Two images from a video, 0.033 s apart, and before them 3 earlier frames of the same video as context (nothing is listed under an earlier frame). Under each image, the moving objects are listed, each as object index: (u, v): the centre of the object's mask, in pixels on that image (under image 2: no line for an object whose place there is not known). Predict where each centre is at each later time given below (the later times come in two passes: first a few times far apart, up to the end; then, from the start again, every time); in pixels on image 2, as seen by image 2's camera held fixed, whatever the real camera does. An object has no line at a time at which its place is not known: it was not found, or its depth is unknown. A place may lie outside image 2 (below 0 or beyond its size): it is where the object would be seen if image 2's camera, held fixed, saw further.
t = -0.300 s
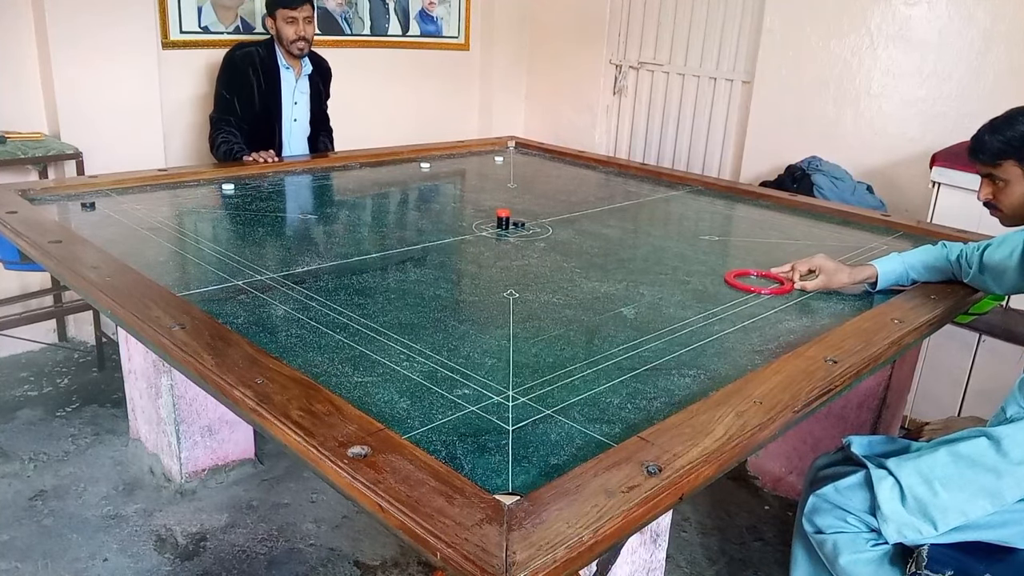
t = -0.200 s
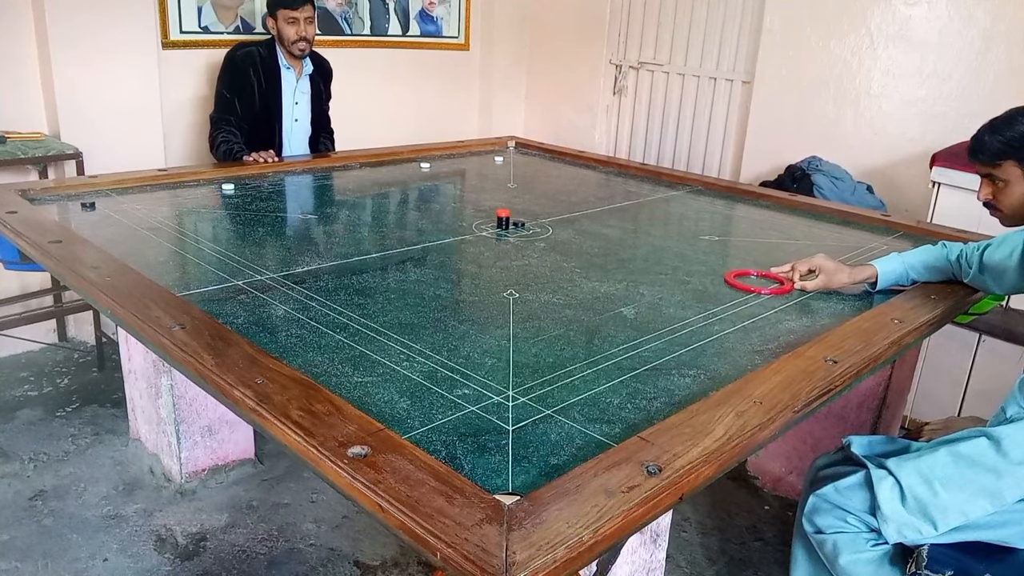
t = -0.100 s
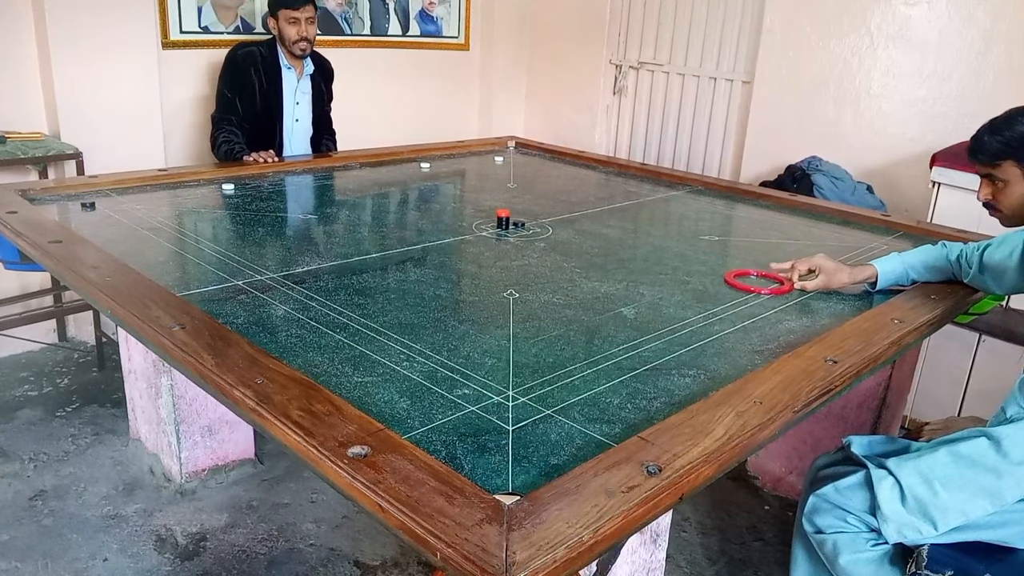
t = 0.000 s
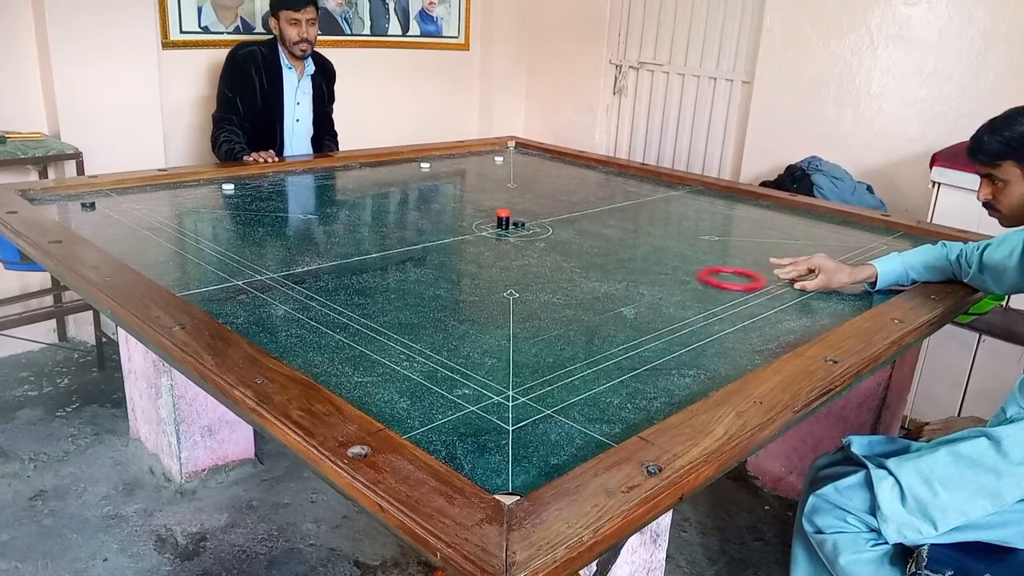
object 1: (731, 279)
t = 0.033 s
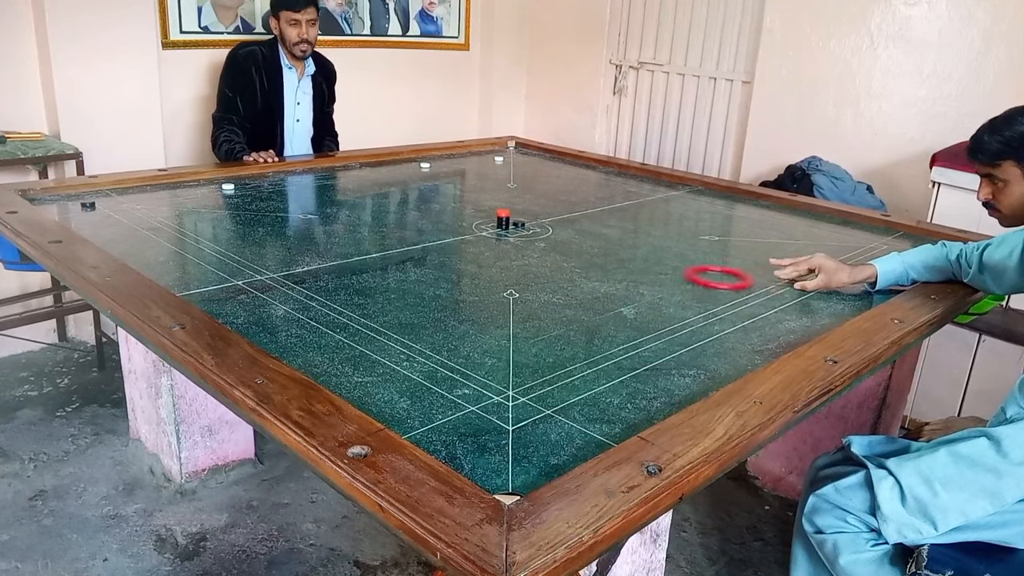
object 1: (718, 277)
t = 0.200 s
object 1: (656, 270)
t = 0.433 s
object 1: (575, 261)
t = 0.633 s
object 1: (509, 253)
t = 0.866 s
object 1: (435, 245)
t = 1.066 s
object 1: (375, 237)
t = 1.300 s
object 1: (308, 229)
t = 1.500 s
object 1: (254, 222)
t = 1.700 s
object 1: (201, 216)
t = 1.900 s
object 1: (151, 211)
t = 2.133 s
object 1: (102, 205)
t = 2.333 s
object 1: (68, 200)
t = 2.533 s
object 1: (67, 205)
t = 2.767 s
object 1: (79, 211)
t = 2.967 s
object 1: (94, 215)
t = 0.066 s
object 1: (705, 276)
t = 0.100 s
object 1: (692, 274)
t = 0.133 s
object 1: (681, 273)
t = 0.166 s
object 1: (668, 272)
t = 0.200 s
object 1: (656, 270)
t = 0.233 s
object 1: (644, 269)
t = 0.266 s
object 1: (632, 268)
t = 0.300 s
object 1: (621, 266)
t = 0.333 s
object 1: (609, 265)
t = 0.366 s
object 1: (597, 264)
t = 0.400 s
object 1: (586, 262)
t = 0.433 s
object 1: (575, 261)
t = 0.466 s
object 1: (563, 260)
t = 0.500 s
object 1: (552, 258)
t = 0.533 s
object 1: (541, 257)
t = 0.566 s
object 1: (530, 256)
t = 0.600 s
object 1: (519, 254)
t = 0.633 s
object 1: (509, 253)
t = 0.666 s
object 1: (498, 252)
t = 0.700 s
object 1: (487, 251)
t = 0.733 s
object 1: (477, 249)
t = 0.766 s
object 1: (467, 248)
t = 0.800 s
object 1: (455, 247)
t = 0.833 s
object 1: (445, 246)
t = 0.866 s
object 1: (435, 245)
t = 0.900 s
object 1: (424, 243)
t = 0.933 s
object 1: (415, 242)
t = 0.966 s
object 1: (404, 241)
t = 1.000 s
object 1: (394, 240)
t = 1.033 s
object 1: (384, 238)
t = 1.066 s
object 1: (375, 237)
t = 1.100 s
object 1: (365, 236)
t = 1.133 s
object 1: (355, 235)
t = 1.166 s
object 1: (345, 233)
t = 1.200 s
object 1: (335, 232)
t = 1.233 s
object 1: (326, 231)
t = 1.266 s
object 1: (317, 230)
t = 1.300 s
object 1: (308, 229)
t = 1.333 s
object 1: (298, 228)
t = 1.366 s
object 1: (289, 227)
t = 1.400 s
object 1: (280, 226)
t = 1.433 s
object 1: (271, 224)
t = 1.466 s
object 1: (261, 223)
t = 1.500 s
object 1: (254, 222)
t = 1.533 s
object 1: (245, 221)
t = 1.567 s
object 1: (237, 220)
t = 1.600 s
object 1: (227, 219)
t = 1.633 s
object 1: (219, 218)
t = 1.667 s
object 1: (210, 217)
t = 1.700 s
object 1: (201, 216)
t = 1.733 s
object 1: (193, 215)
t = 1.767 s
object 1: (185, 214)
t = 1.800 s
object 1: (176, 214)
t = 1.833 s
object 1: (168, 213)
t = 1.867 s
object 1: (160, 212)
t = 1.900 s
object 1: (151, 211)
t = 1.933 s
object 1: (144, 210)
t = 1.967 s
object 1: (136, 209)
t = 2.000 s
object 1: (128, 208)
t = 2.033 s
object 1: (120, 207)
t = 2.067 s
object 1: (113, 206)
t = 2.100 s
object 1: (108, 206)
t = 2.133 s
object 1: (102, 205)
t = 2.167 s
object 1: (96, 204)
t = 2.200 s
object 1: (91, 203)
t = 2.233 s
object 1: (86, 202)
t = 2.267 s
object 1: (80, 201)
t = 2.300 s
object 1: (75, 201)
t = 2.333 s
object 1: (68, 200)
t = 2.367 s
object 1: (64, 200)
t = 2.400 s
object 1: (63, 200)
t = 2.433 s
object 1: (64, 201)
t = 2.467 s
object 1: (64, 203)
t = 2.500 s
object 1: (66, 204)
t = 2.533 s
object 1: (67, 205)
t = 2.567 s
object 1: (67, 206)
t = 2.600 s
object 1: (68, 207)
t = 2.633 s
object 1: (69, 208)
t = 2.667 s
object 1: (72, 209)
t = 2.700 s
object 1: (74, 210)
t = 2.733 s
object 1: (77, 211)
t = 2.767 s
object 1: (79, 211)
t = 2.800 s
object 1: (81, 212)
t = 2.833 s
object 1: (83, 213)
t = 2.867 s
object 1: (85, 214)
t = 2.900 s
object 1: (88, 214)
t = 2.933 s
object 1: (91, 215)
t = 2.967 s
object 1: (94, 215)
